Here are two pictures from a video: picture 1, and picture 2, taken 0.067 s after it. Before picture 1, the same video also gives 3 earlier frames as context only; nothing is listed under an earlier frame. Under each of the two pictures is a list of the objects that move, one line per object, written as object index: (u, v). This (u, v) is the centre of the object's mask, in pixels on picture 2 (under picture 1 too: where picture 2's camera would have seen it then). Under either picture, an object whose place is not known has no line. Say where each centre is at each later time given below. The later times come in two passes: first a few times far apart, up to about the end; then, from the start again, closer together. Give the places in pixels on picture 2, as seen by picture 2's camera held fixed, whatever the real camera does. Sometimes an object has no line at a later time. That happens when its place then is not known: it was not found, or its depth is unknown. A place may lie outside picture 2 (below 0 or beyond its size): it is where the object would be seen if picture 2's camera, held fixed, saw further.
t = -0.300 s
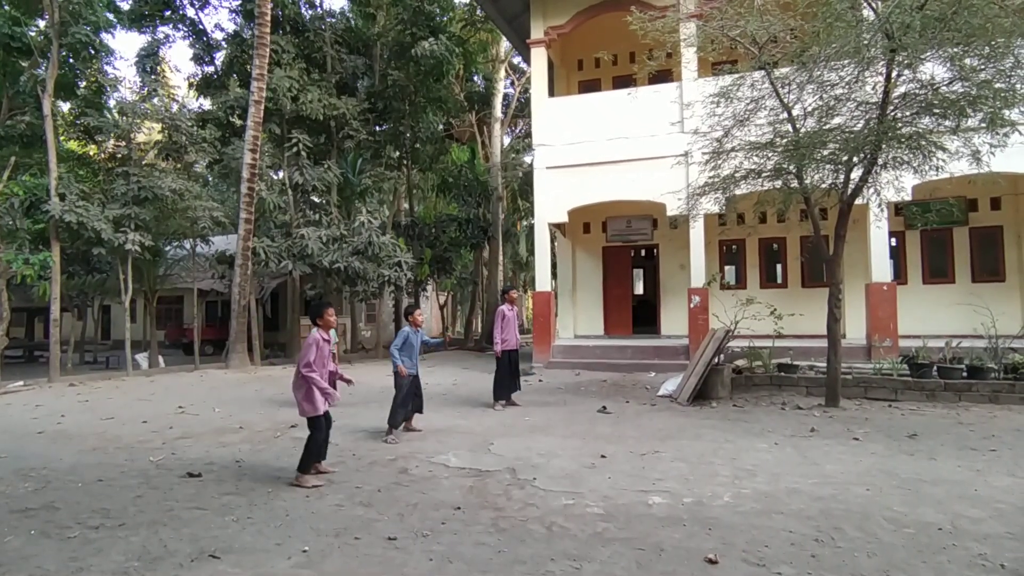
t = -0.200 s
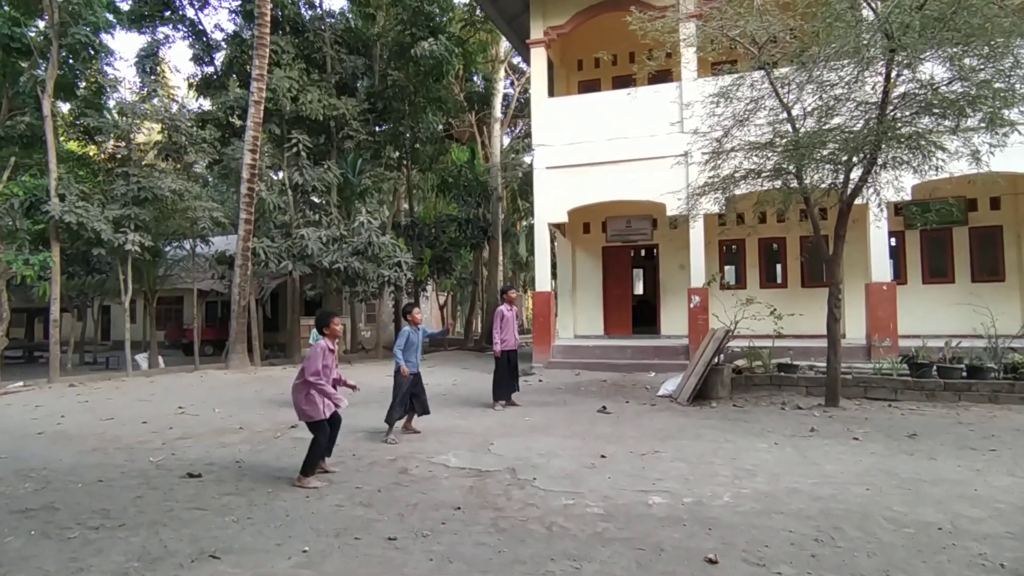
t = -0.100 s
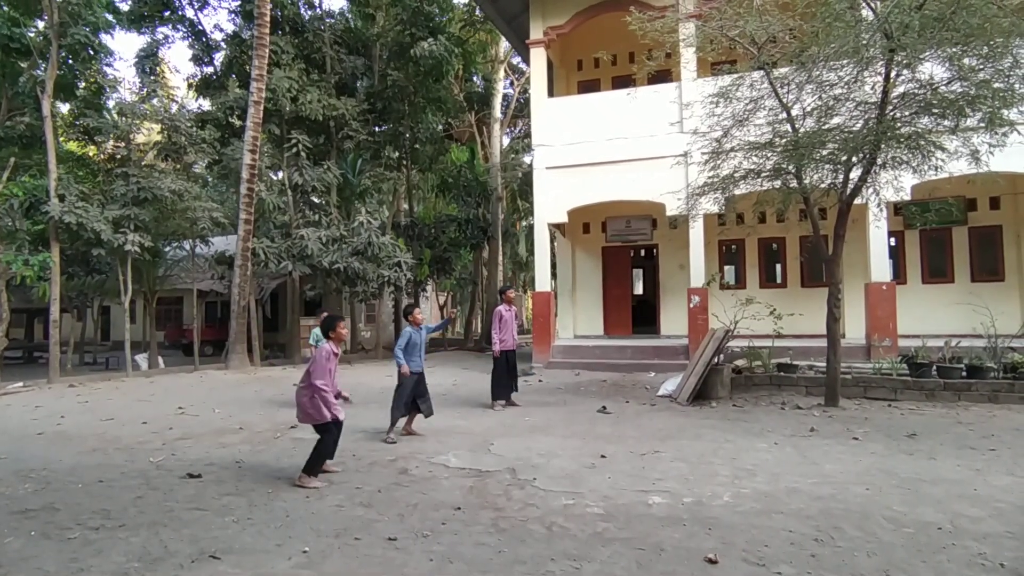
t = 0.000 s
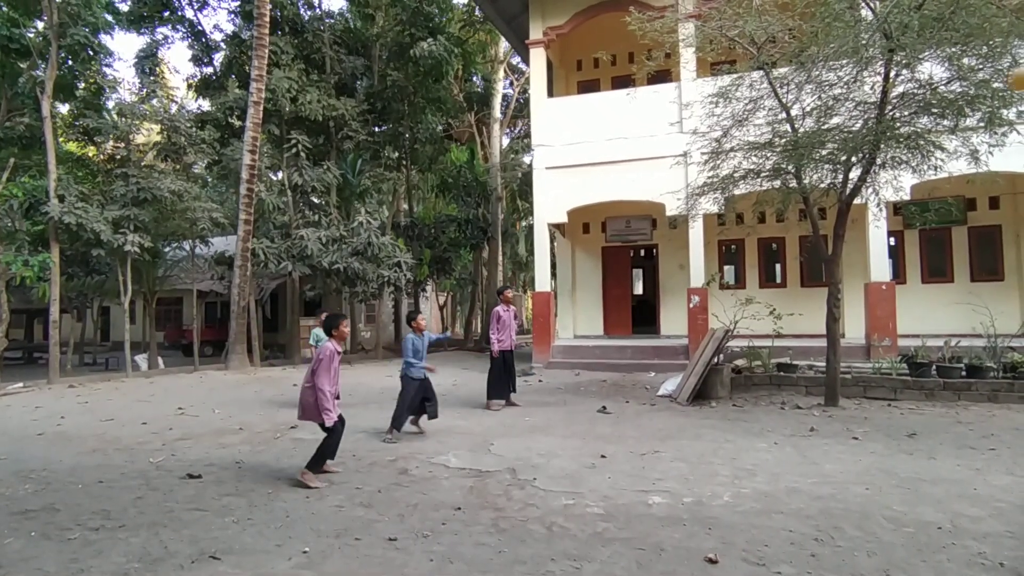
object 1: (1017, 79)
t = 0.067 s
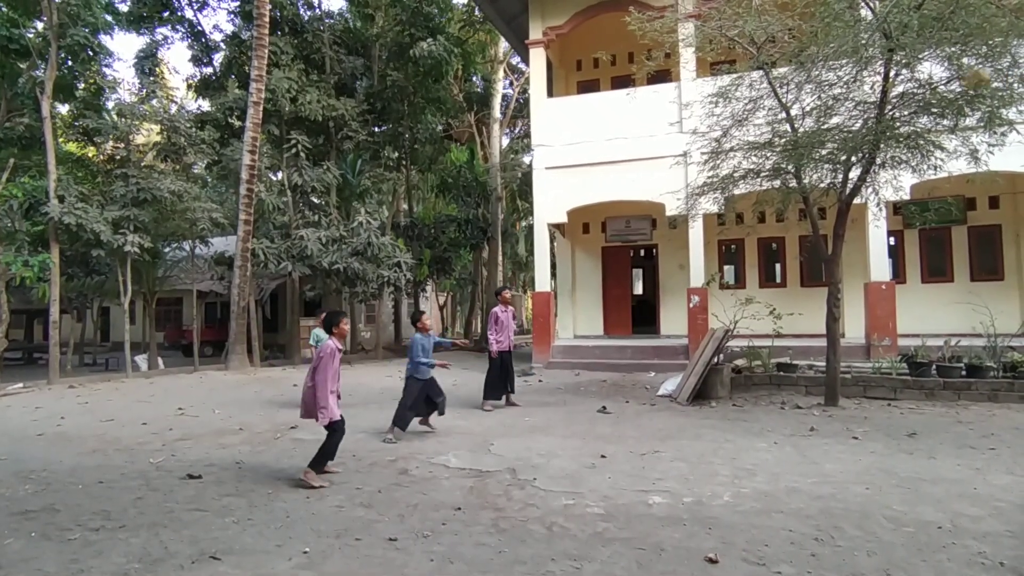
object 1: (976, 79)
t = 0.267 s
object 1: (902, 100)
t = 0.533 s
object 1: (864, 130)
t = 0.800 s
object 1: (863, 127)
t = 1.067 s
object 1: (855, 130)
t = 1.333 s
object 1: (834, 140)
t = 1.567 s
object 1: (819, 152)
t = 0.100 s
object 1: (957, 84)
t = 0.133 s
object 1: (941, 84)
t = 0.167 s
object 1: (928, 88)
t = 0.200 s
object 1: (917, 92)
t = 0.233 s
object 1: (909, 96)
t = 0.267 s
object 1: (902, 100)
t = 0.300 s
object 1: (898, 106)
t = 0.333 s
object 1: (892, 112)
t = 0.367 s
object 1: (888, 116)
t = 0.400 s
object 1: (880, 119)
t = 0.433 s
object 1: (874, 123)
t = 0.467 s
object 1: (868, 127)
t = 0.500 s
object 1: (865, 129)
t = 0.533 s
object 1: (864, 130)
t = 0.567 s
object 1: (865, 130)
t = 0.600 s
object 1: (865, 129)
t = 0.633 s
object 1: (865, 128)
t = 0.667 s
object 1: (864, 127)
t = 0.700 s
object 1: (864, 126)
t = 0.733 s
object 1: (864, 127)
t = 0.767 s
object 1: (864, 127)
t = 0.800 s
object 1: (863, 127)
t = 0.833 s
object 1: (863, 127)
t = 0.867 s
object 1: (863, 128)
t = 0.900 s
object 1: (862, 128)
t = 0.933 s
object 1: (861, 128)
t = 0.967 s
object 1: (860, 129)
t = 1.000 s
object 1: (859, 129)
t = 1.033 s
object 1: (857, 130)
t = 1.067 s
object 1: (855, 130)
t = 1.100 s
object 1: (853, 131)
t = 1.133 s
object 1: (851, 133)
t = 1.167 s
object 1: (848, 134)
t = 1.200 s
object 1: (846, 136)
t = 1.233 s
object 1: (842, 137)
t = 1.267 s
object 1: (840, 137)
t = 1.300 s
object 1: (837, 138)
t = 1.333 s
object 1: (834, 140)
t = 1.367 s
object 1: (831, 141)
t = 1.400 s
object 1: (829, 141)
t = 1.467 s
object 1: (828, 142)
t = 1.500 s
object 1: (824, 144)
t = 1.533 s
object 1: (820, 149)
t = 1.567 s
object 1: (819, 152)
